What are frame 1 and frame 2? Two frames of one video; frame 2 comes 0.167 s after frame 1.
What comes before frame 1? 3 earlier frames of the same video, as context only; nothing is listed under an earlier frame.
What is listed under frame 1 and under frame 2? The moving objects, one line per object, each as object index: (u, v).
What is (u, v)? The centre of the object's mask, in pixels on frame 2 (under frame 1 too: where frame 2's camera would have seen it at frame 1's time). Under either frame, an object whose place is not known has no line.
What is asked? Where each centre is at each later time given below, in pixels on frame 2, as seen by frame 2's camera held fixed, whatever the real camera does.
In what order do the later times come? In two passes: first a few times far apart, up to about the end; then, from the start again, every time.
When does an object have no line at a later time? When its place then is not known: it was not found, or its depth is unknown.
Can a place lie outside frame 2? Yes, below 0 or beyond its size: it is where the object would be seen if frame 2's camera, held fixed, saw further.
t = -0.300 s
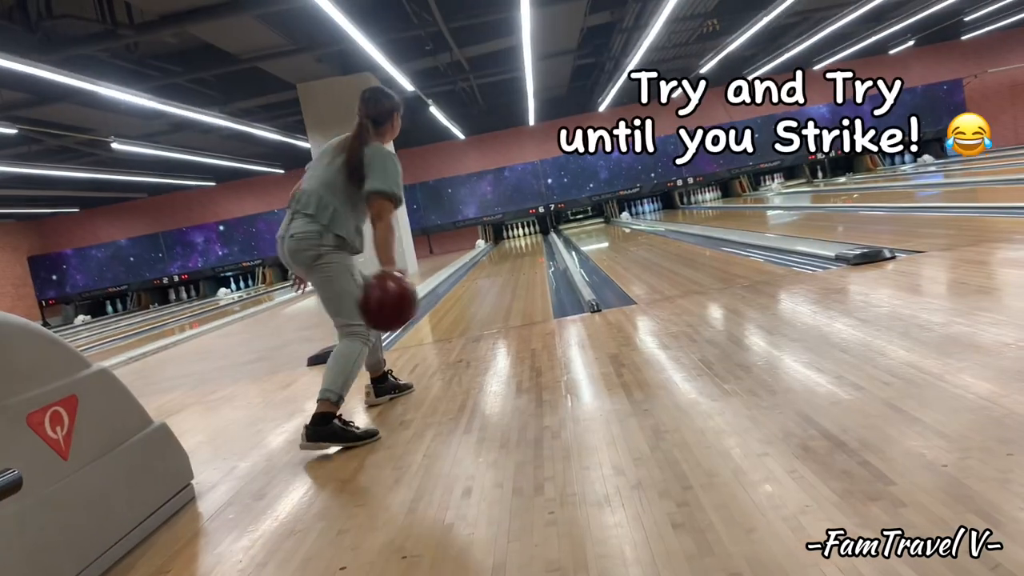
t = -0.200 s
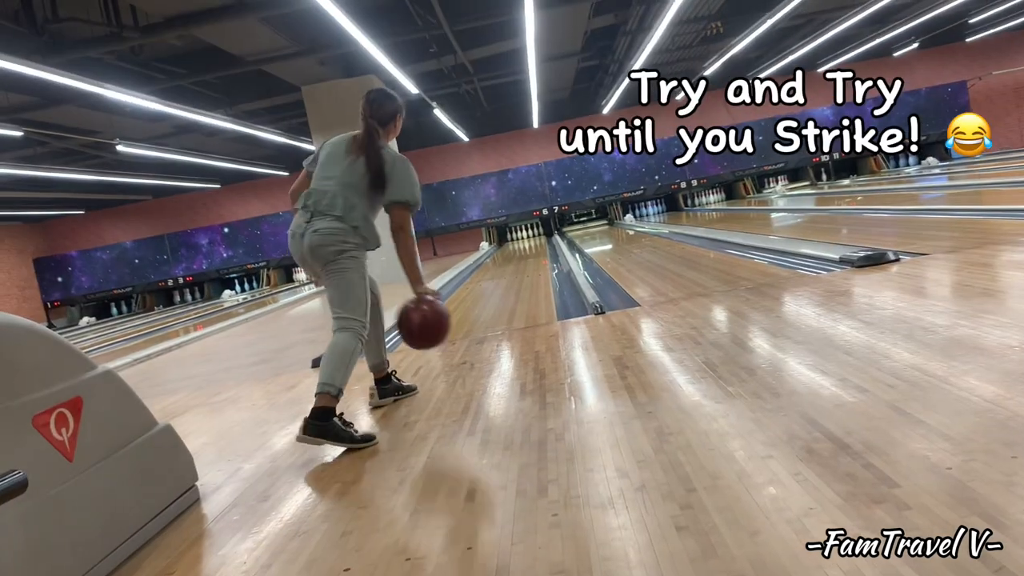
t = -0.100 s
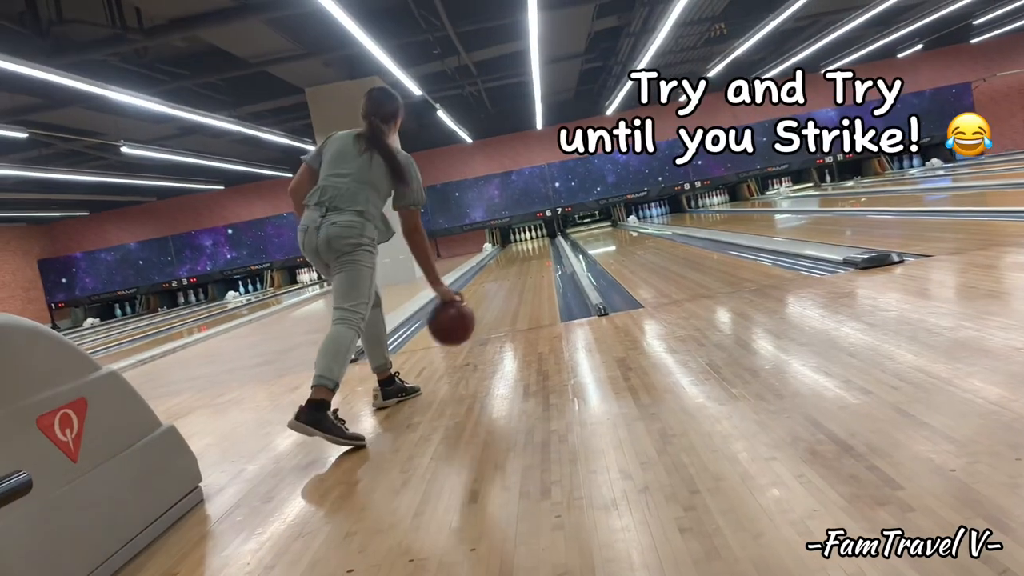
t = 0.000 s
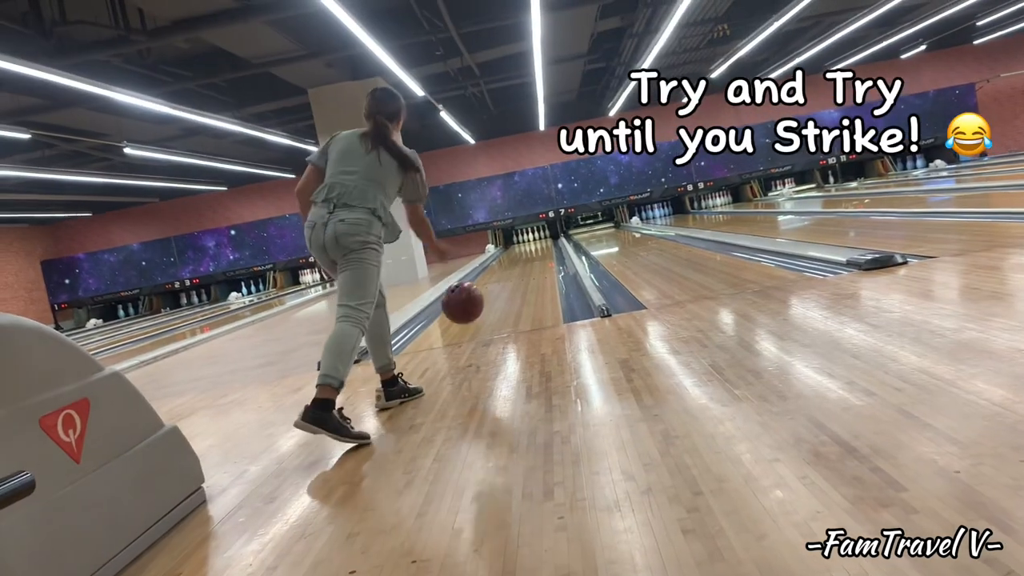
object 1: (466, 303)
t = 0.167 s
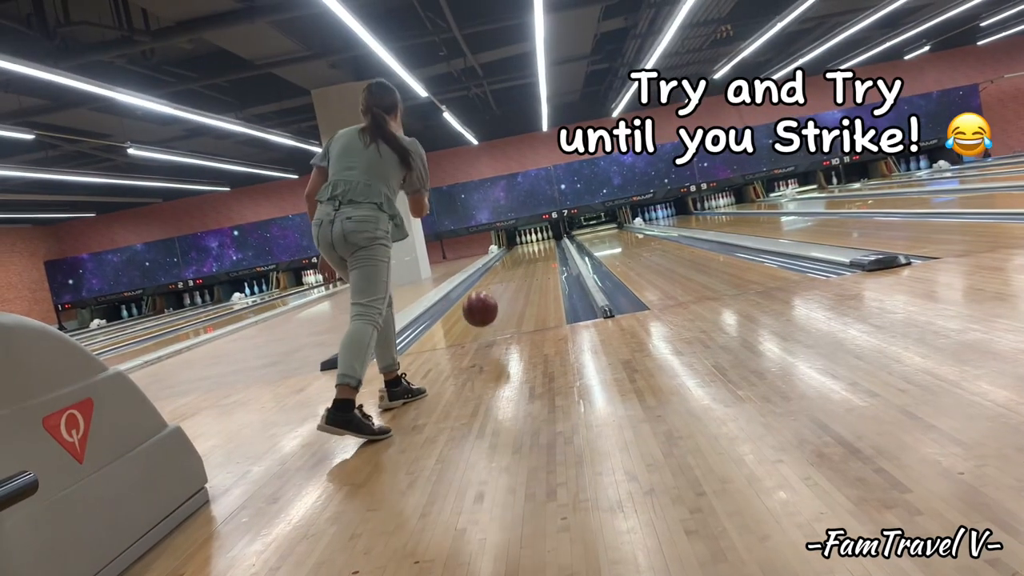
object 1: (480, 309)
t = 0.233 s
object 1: (486, 319)
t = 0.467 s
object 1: (494, 302)
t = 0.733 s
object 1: (499, 288)
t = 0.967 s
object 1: (502, 280)
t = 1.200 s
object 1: (503, 273)
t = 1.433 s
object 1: (504, 267)
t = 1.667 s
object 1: (504, 264)
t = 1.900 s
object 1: (505, 261)
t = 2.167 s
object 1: (504, 258)
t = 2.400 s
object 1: (504, 255)
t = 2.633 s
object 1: (504, 253)
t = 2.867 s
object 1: (504, 252)
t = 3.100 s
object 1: (504, 251)
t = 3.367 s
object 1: (501, 252)
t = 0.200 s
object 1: (484, 315)
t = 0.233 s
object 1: (486, 319)
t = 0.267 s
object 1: (487, 313)
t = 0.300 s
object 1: (488, 309)
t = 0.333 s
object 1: (489, 307)
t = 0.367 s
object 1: (490, 306)
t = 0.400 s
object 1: (492, 307)
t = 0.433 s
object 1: (493, 304)
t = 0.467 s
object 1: (494, 302)
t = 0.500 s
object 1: (495, 300)
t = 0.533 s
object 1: (495, 298)
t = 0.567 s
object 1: (496, 296)
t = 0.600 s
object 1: (497, 295)
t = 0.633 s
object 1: (497, 293)
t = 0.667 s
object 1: (498, 291)
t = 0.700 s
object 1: (498, 290)
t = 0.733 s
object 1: (499, 288)
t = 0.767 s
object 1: (499, 287)
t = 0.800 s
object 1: (500, 285)
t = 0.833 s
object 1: (500, 284)
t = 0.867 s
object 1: (500, 283)
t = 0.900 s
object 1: (501, 282)
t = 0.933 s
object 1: (501, 281)
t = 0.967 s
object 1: (502, 280)
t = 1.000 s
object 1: (502, 279)
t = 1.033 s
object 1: (502, 278)
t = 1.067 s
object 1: (502, 276)
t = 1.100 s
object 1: (503, 275)
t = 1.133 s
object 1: (503, 275)
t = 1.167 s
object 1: (503, 273)
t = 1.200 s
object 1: (503, 273)
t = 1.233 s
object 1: (503, 272)
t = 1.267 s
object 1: (503, 271)
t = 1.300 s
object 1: (503, 271)
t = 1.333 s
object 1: (503, 270)
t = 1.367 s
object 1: (504, 269)
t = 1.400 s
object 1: (504, 269)
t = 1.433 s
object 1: (504, 267)
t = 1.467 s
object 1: (504, 267)
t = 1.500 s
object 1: (504, 266)
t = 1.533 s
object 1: (504, 266)
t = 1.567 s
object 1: (504, 265)
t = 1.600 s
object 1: (504, 265)
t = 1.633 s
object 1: (504, 264)
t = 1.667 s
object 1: (504, 264)
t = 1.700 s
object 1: (504, 263)
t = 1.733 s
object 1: (504, 263)
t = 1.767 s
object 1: (504, 262)
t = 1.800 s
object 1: (505, 262)
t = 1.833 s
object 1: (504, 262)
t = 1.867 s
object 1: (504, 261)
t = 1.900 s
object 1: (505, 261)
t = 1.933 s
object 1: (505, 260)
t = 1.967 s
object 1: (505, 260)
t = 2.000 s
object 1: (504, 260)
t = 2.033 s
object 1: (505, 259)
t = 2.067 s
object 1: (505, 259)
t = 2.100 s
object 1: (504, 258)
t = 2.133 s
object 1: (505, 258)
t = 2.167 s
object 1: (504, 258)
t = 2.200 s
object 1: (504, 257)
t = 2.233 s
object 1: (504, 257)
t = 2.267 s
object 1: (504, 257)
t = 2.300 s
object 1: (504, 256)
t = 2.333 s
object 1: (504, 256)
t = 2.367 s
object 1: (504, 256)
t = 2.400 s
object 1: (504, 255)
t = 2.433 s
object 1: (504, 255)
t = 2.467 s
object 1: (504, 254)
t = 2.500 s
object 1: (504, 255)
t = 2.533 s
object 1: (504, 255)
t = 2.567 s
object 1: (504, 254)
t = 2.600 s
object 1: (504, 253)
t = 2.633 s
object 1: (504, 253)
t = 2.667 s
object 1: (504, 253)
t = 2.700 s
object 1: (504, 253)
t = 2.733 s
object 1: (504, 253)
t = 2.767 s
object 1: (504, 252)
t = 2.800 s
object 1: (504, 252)
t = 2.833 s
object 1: (504, 252)
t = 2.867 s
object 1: (504, 252)
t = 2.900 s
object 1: (504, 252)
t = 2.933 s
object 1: (504, 251)
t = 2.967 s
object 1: (503, 251)
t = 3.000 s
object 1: (504, 251)
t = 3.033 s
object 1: (504, 251)
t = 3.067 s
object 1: (504, 251)
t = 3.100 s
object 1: (504, 251)
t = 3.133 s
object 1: (504, 251)
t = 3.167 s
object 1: (503, 251)
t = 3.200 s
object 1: (503, 251)
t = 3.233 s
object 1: (503, 251)
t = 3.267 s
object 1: (502, 252)
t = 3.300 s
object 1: (502, 252)
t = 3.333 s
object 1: (501, 252)
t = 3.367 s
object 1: (501, 252)
